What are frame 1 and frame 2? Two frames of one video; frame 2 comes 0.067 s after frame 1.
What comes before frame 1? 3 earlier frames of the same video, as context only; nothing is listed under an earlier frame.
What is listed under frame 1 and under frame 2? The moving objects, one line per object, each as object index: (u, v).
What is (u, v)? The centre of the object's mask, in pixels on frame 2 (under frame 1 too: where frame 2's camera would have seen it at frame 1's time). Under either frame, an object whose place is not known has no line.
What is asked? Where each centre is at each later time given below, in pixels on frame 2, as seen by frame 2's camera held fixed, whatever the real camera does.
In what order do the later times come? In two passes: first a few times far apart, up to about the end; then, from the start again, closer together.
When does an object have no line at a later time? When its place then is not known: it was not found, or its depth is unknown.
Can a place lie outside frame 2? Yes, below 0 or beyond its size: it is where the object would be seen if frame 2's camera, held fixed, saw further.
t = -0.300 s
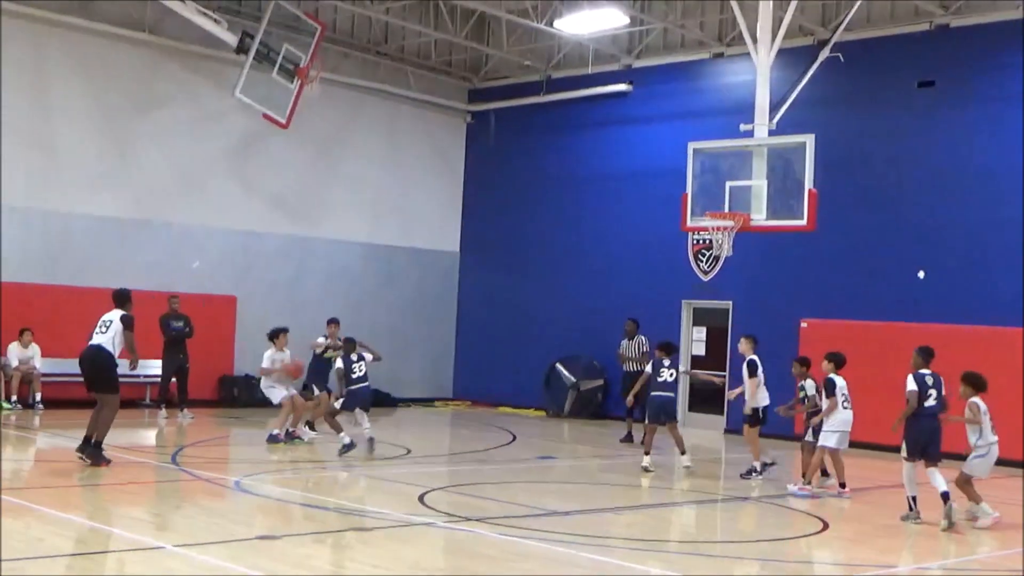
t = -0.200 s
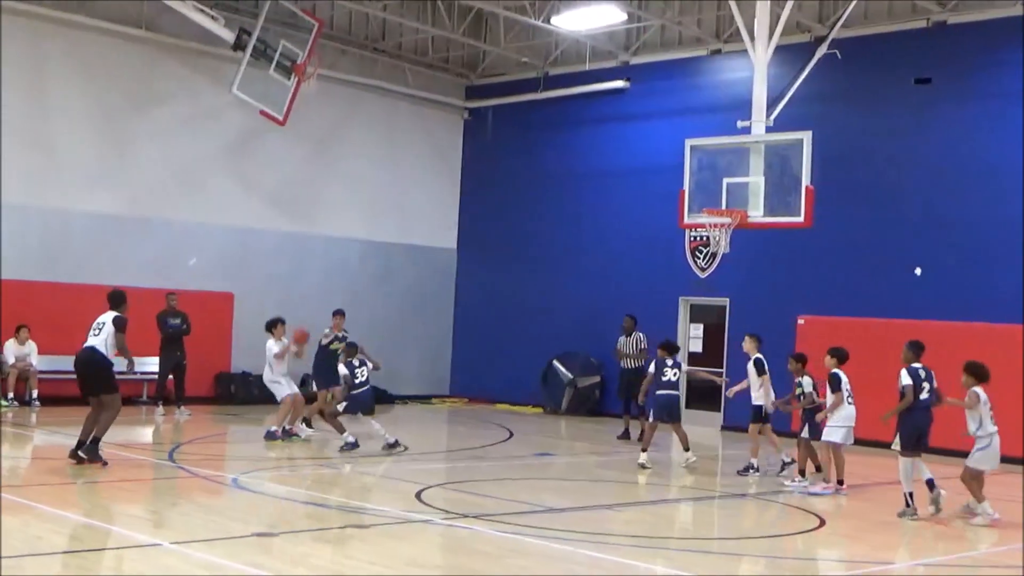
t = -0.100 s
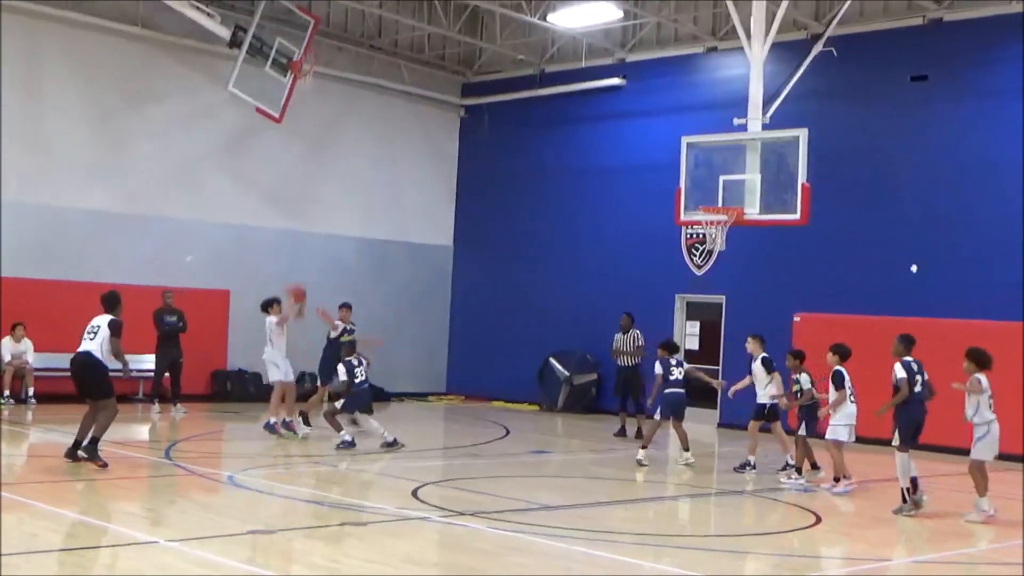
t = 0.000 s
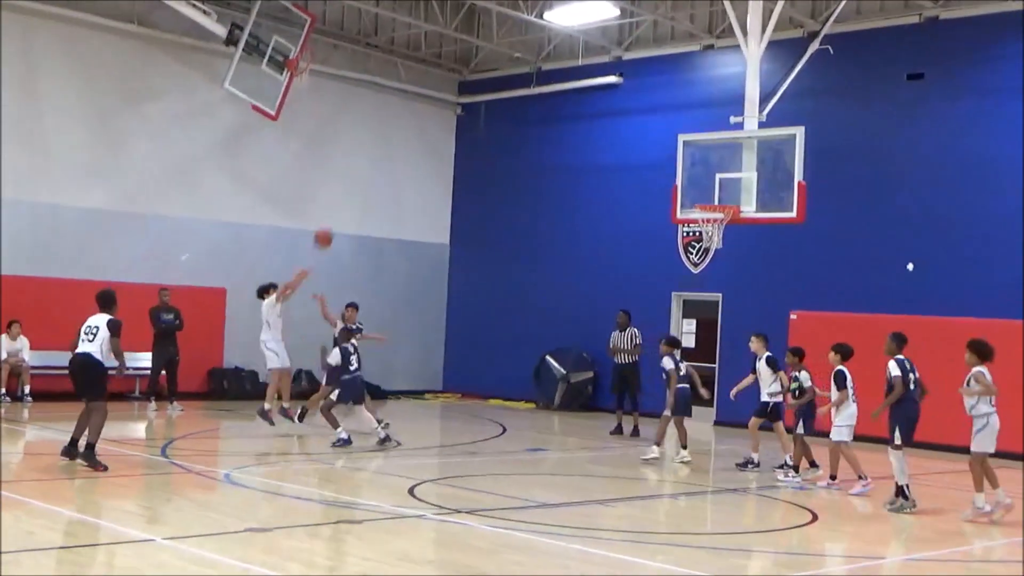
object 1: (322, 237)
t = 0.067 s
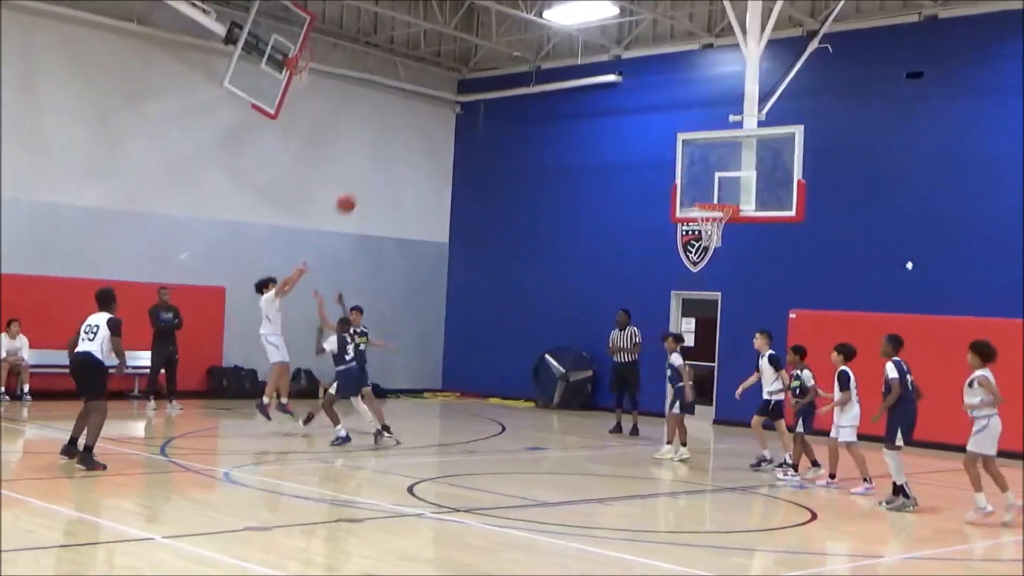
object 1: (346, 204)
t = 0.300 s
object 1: (424, 115)
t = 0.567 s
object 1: (509, 63)
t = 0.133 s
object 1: (368, 175)
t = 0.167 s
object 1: (380, 161)
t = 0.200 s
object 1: (391, 149)
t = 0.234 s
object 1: (403, 136)
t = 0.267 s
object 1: (414, 126)
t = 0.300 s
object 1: (424, 115)
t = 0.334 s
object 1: (435, 107)
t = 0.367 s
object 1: (447, 97)
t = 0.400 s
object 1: (456, 90)
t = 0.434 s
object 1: (466, 83)
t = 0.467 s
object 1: (477, 77)
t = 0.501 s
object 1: (488, 72)
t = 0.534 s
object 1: (498, 68)
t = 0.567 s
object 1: (509, 63)
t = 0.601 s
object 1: (517, 62)
